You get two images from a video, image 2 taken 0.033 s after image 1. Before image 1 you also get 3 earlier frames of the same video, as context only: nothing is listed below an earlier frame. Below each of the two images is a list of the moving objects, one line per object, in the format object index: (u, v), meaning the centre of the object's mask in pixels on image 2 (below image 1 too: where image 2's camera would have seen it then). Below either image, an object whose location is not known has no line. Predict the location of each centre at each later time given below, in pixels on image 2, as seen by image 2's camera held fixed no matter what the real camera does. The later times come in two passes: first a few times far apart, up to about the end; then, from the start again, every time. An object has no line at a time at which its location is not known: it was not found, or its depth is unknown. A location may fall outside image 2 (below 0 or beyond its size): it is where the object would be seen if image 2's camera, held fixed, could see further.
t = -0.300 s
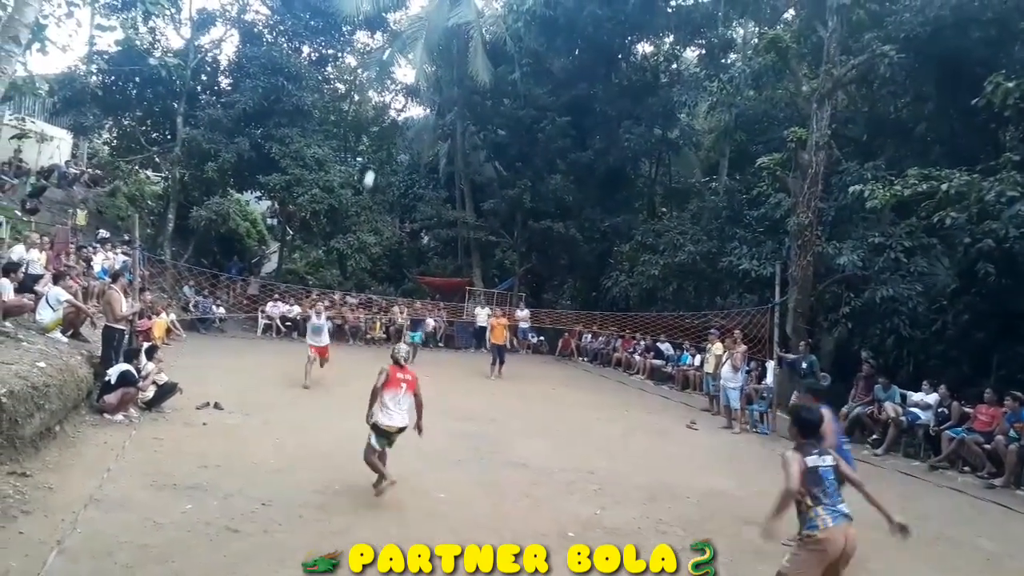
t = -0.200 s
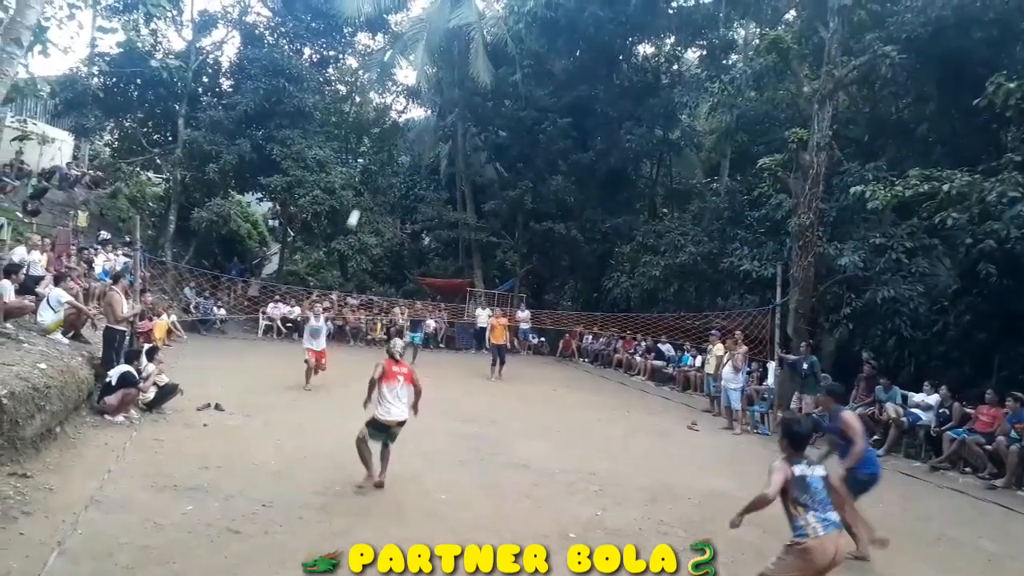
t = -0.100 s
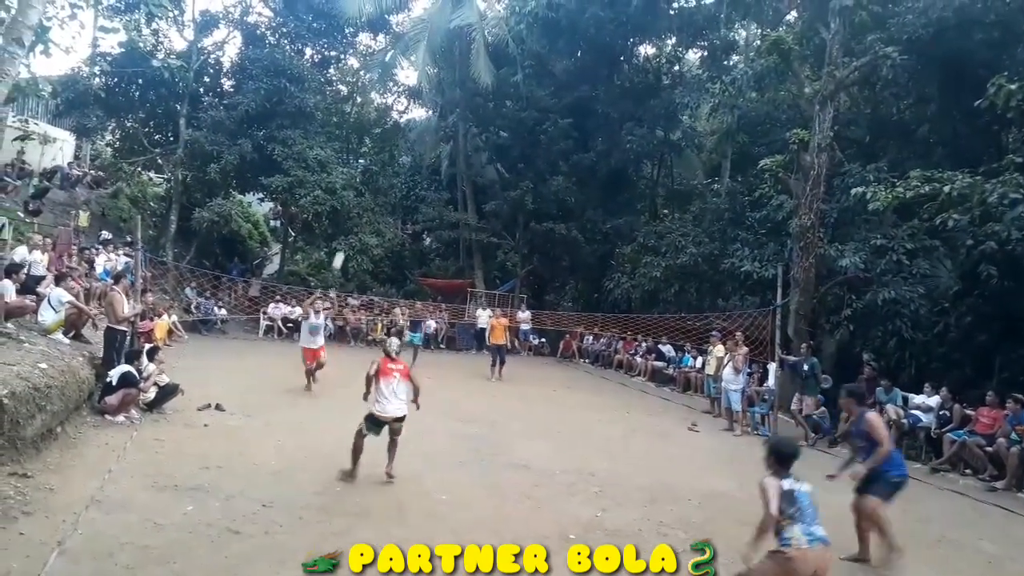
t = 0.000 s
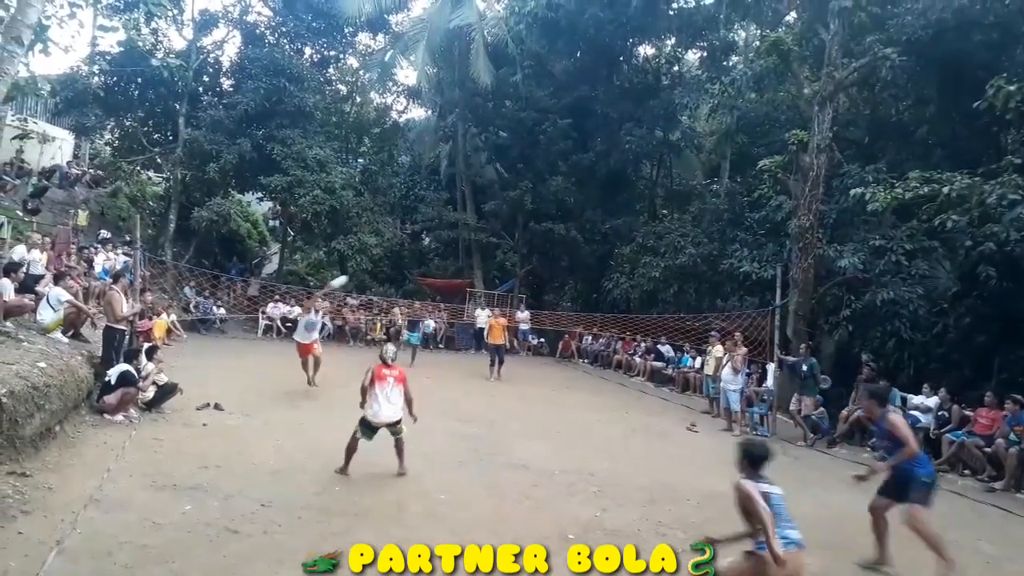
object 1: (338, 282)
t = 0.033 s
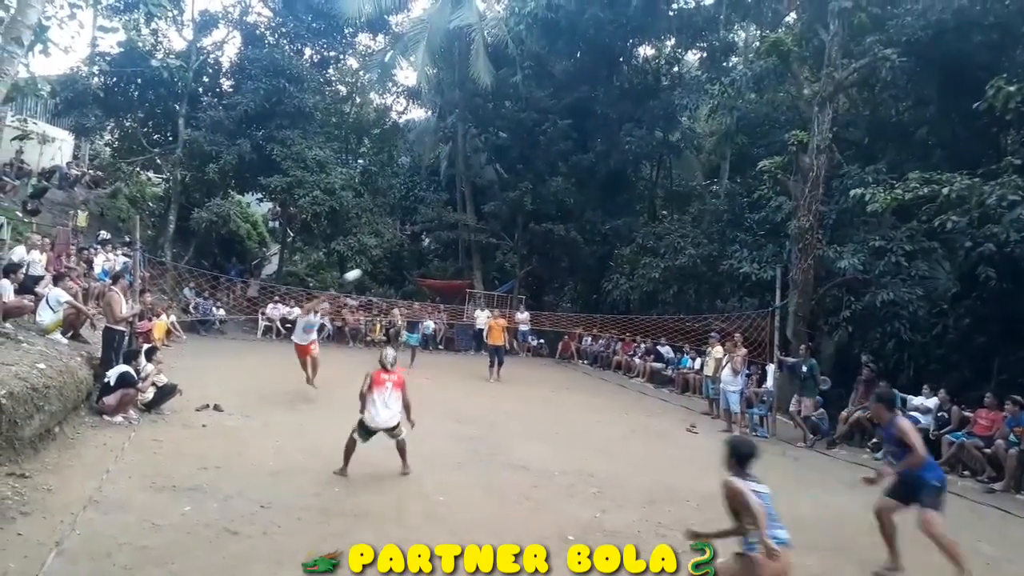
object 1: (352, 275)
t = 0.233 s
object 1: (446, 240)
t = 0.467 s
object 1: (582, 228)
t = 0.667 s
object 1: (738, 255)
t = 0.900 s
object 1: (986, 358)
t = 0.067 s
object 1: (367, 268)
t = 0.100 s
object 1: (382, 261)
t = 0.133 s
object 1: (396, 256)
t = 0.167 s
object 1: (413, 249)
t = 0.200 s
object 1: (428, 244)
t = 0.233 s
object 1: (446, 240)
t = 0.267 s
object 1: (463, 236)
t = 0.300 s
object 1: (481, 233)
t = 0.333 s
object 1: (499, 231)
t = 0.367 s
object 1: (518, 229)
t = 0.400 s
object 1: (538, 228)
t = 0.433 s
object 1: (560, 228)
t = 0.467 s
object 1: (582, 228)
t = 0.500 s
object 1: (606, 229)
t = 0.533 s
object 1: (630, 232)
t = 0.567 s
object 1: (655, 236)
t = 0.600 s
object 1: (681, 241)
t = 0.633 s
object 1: (710, 248)
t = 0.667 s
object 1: (738, 255)
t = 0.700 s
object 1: (769, 263)
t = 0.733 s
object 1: (802, 274)
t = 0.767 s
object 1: (833, 286)
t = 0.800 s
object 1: (869, 300)
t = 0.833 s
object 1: (905, 317)
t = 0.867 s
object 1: (944, 335)
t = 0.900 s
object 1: (986, 358)
